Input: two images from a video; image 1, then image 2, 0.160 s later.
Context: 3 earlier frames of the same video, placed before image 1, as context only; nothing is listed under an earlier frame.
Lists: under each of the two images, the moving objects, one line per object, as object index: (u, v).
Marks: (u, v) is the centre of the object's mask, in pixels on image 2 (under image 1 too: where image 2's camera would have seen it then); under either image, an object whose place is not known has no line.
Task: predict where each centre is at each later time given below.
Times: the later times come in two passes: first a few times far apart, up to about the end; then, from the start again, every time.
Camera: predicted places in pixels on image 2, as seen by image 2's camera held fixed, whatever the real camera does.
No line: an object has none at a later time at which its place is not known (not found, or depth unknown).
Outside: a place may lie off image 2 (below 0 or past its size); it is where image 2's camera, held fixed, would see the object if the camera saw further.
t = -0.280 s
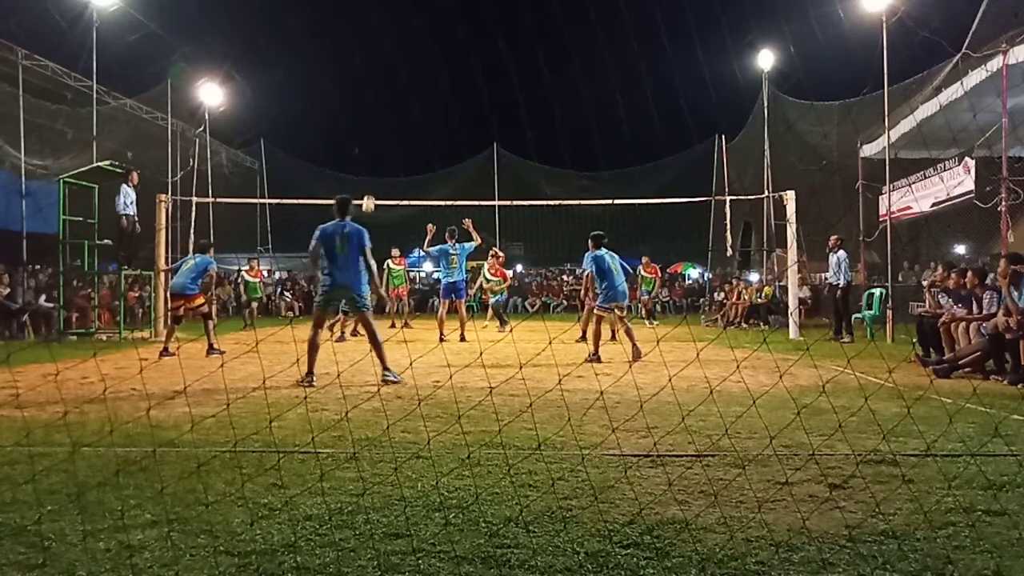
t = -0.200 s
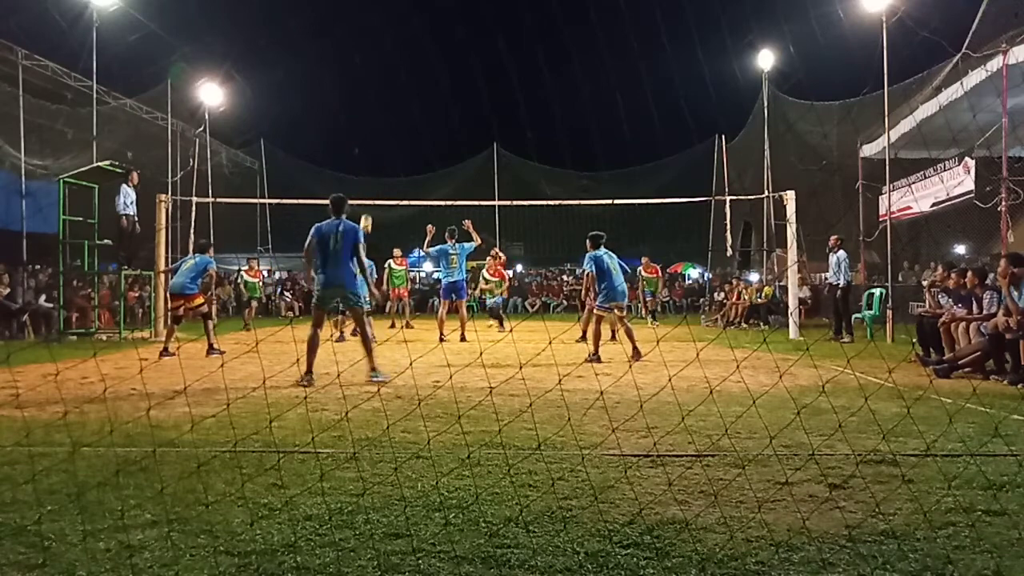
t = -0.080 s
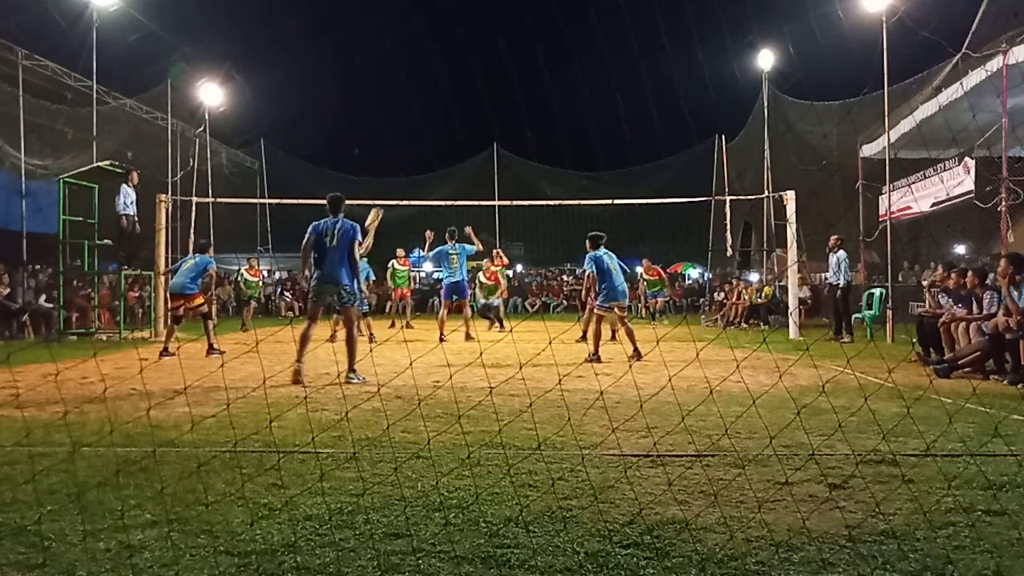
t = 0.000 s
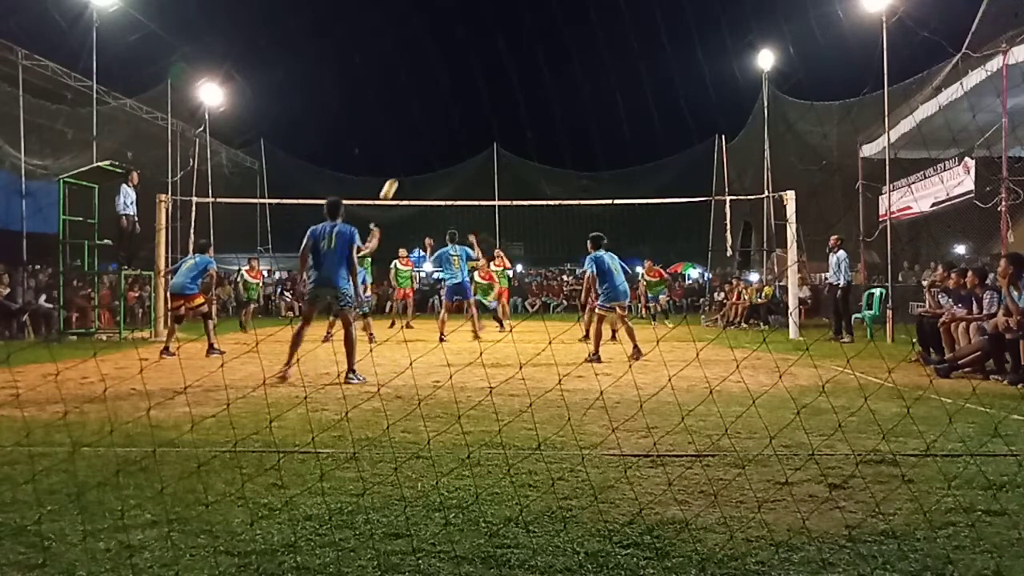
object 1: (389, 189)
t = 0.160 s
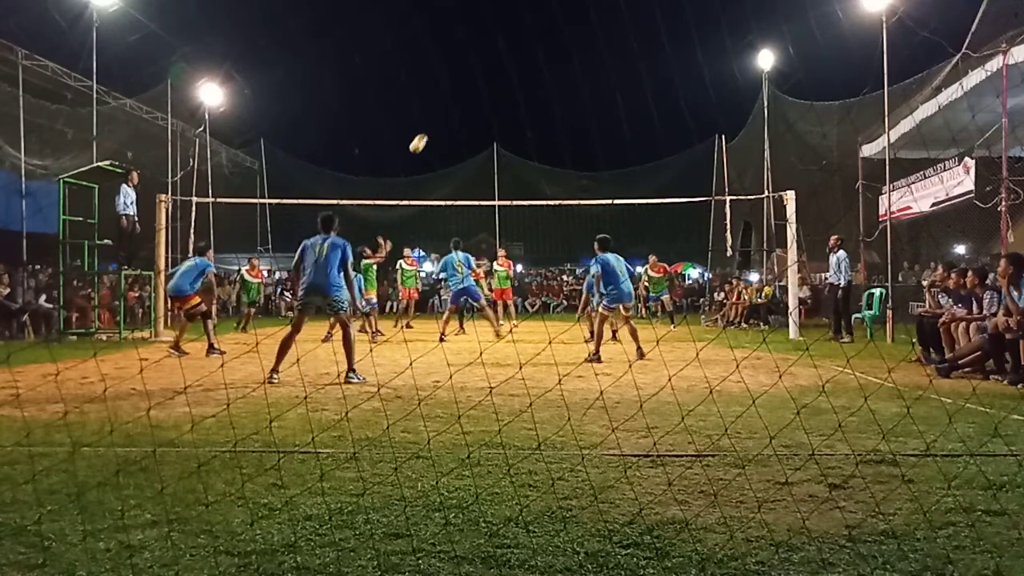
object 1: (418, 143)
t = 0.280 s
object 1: (440, 117)
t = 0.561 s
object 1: (490, 89)
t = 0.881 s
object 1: (546, 110)
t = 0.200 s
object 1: (426, 133)
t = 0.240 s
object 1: (433, 125)
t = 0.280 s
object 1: (440, 117)
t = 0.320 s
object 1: (447, 111)
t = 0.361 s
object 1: (455, 105)
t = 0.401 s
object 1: (462, 100)
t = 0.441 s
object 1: (469, 96)
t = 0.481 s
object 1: (476, 93)
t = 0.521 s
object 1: (483, 91)
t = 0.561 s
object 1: (490, 89)
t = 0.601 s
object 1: (497, 89)
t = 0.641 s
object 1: (504, 89)
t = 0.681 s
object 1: (511, 91)
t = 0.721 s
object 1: (518, 93)
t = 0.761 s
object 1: (525, 96)
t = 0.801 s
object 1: (532, 100)
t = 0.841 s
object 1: (539, 105)
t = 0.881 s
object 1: (546, 110)
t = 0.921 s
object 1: (552, 117)
